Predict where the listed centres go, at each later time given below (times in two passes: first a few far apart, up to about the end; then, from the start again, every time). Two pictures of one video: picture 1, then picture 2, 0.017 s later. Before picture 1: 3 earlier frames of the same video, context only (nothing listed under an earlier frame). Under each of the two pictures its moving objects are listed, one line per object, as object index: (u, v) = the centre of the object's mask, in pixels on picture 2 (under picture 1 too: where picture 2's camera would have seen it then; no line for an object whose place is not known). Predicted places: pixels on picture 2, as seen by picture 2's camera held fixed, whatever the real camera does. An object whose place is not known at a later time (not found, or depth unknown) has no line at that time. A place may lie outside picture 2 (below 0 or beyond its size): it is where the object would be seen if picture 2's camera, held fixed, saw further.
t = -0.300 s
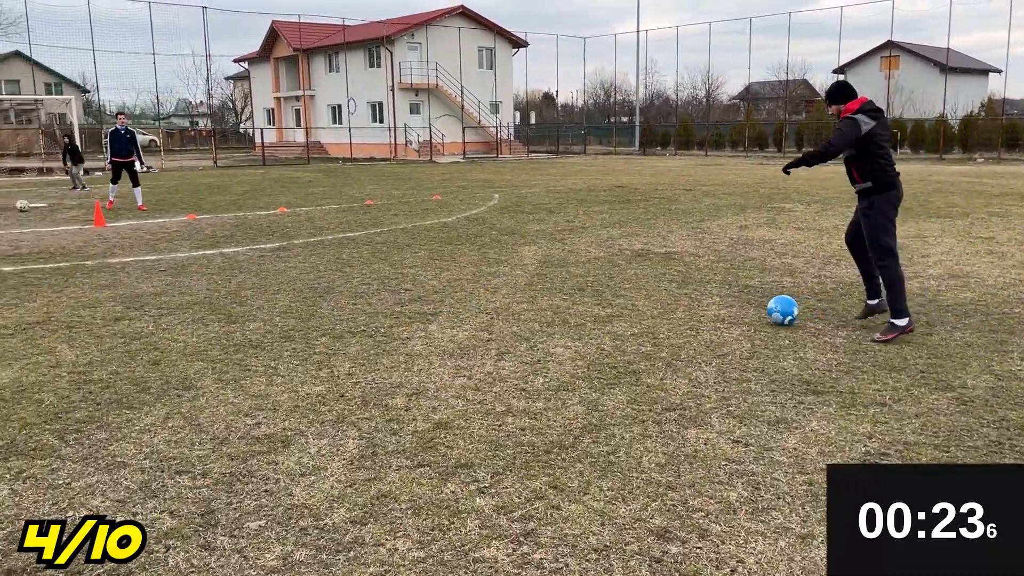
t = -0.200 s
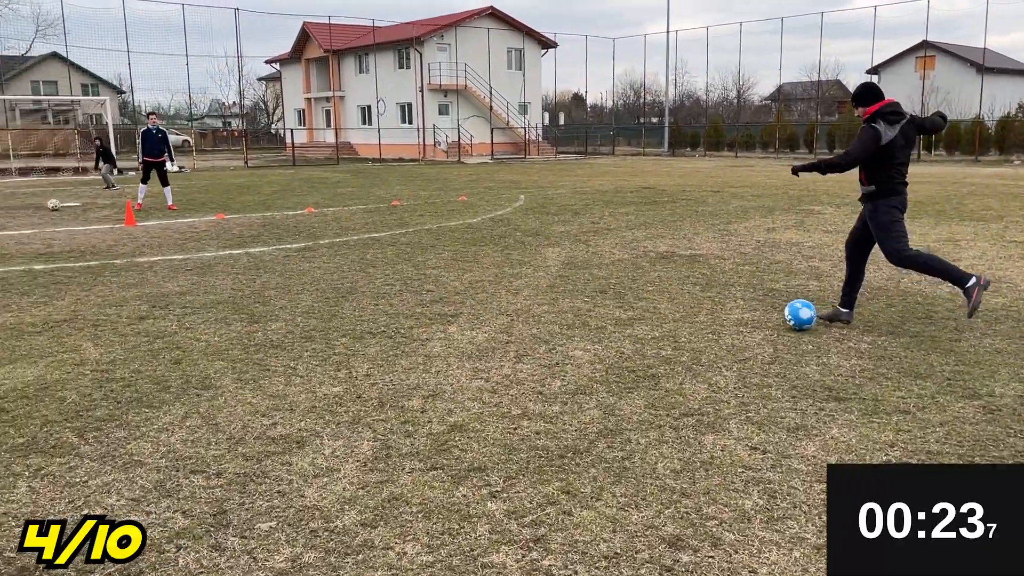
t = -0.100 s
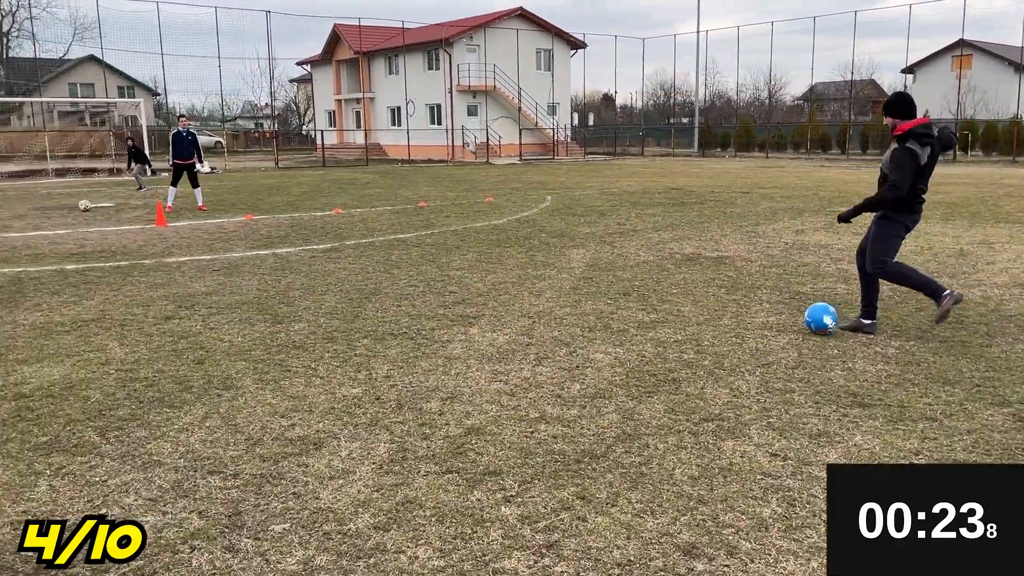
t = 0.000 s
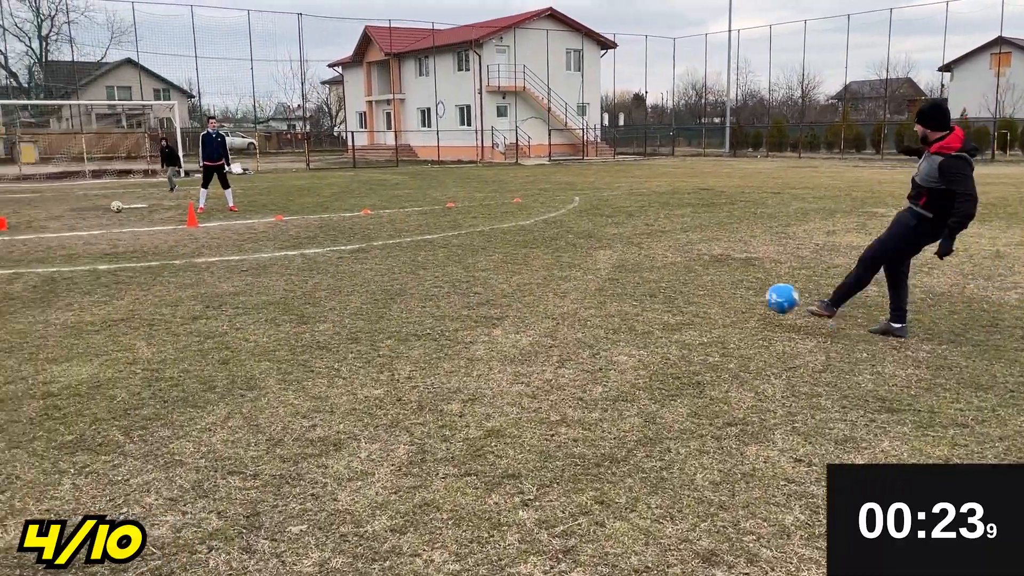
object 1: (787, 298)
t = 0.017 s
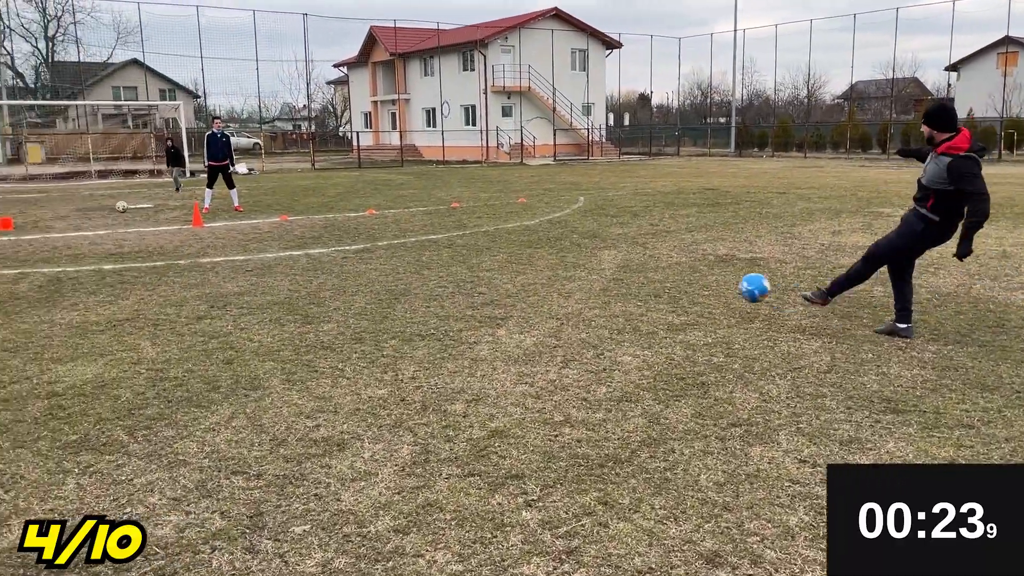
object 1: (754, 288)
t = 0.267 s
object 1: (445, 213)
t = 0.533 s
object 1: (294, 227)
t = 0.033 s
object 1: (724, 278)
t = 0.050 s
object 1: (696, 269)
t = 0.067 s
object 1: (669, 261)
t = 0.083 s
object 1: (644, 254)
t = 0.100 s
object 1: (621, 247)
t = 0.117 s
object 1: (598, 241)
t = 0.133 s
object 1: (577, 236)
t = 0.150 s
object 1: (557, 231)
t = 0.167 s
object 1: (539, 228)
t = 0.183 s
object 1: (521, 224)
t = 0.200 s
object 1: (505, 222)
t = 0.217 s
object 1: (489, 219)
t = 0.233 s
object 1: (474, 217)
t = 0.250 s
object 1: (459, 215)
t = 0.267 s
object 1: (445, 213)
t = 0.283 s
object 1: (432, 212)
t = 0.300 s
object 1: (420, 211)
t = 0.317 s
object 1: (408, 211)
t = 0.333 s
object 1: (396, 211)
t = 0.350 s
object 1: (386, 211)
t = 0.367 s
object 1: (376, 211)
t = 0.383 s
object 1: (365, 212)
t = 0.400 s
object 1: (356, 212)
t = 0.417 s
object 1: (347, 213)
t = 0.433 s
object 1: (338, 215)
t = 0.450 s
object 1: (330, 216)
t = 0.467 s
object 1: (322, 218)
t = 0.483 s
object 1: (315, 220)
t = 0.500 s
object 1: (308, 222)
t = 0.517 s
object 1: (301, 224)
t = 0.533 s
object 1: (294, 227)
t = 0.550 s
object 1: (288, 227)
